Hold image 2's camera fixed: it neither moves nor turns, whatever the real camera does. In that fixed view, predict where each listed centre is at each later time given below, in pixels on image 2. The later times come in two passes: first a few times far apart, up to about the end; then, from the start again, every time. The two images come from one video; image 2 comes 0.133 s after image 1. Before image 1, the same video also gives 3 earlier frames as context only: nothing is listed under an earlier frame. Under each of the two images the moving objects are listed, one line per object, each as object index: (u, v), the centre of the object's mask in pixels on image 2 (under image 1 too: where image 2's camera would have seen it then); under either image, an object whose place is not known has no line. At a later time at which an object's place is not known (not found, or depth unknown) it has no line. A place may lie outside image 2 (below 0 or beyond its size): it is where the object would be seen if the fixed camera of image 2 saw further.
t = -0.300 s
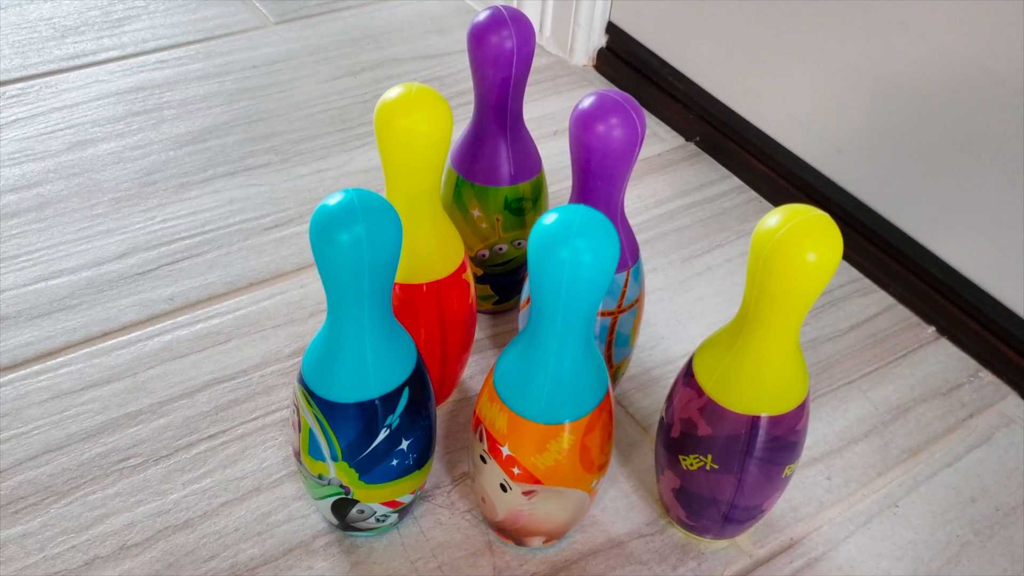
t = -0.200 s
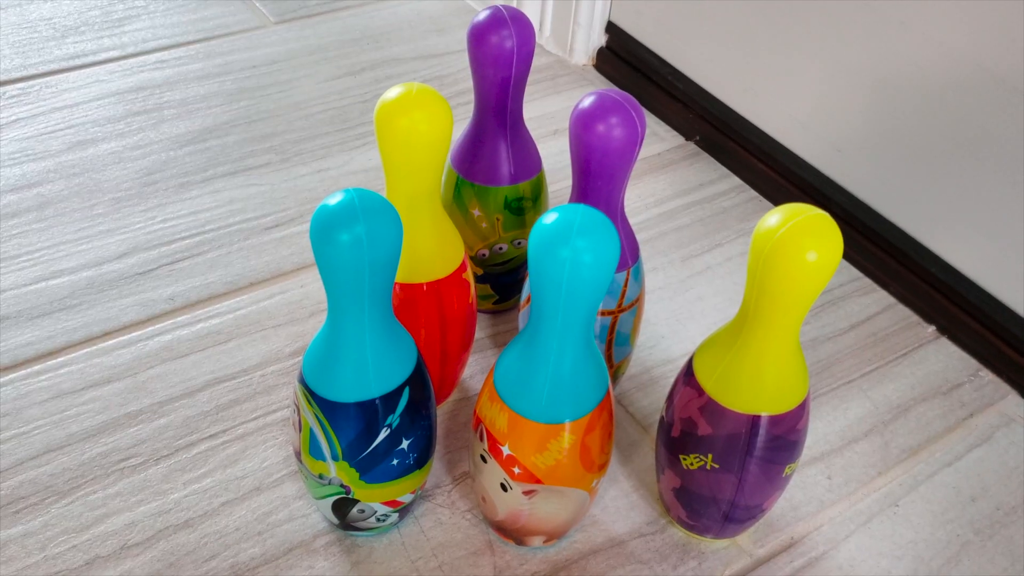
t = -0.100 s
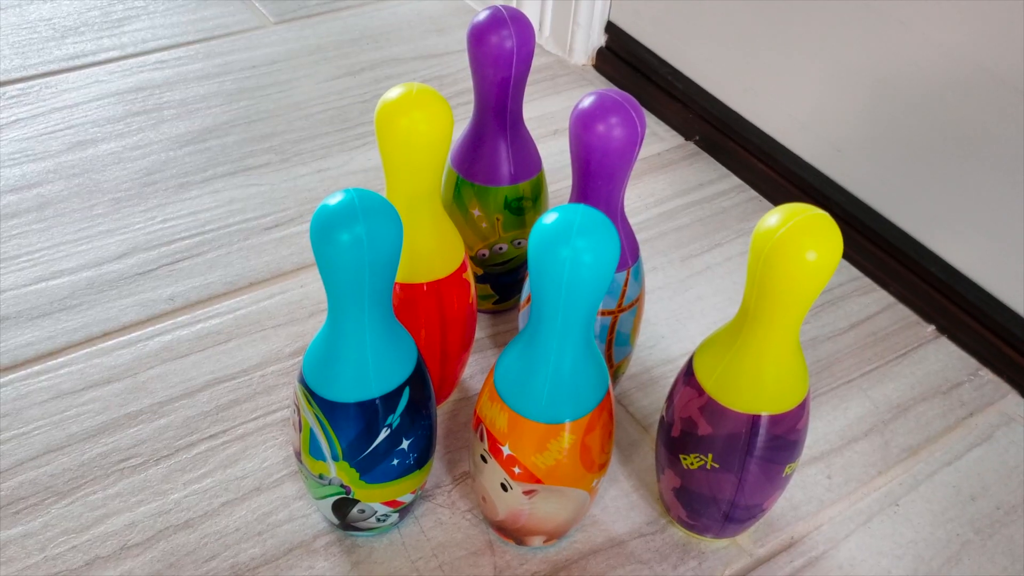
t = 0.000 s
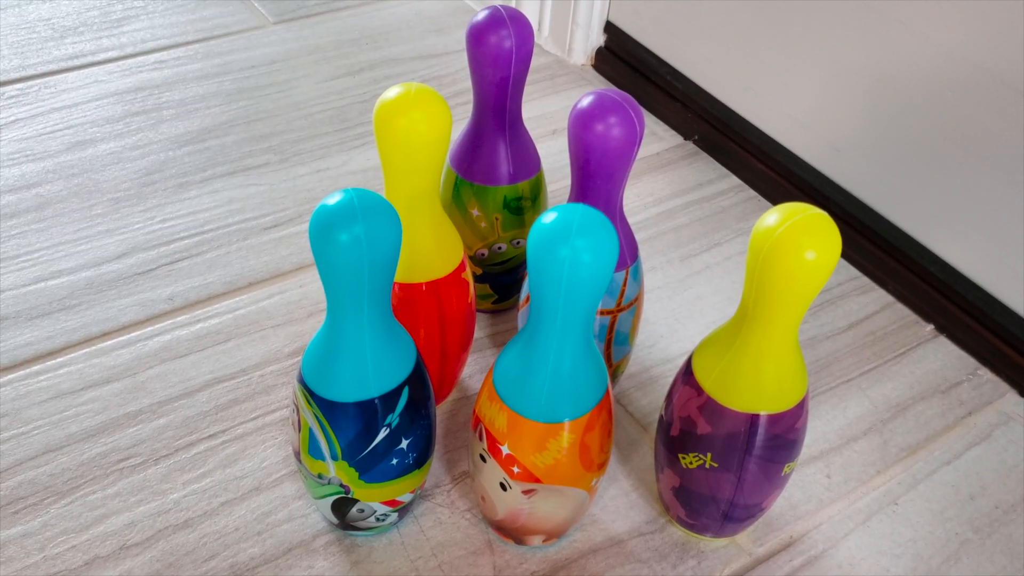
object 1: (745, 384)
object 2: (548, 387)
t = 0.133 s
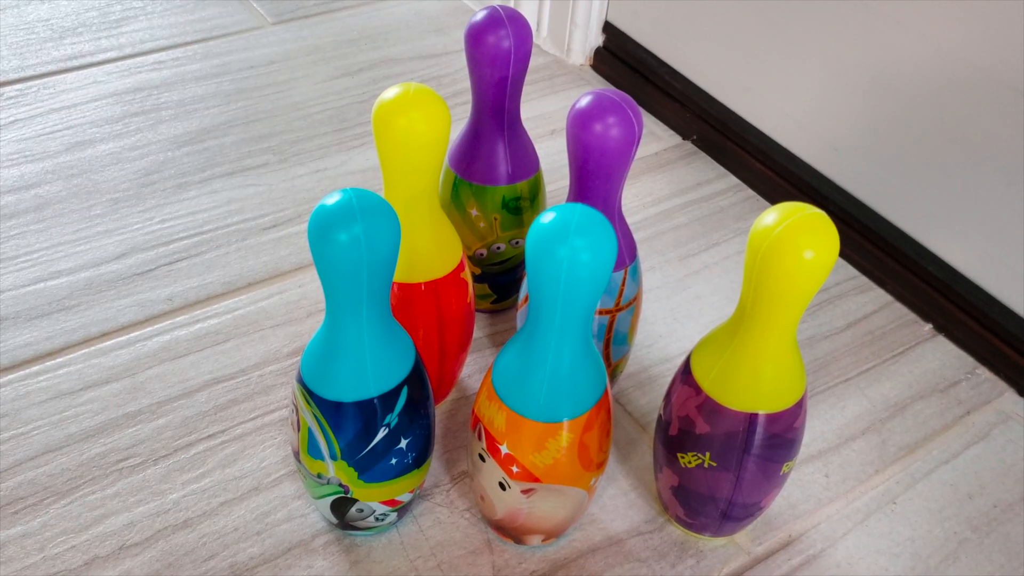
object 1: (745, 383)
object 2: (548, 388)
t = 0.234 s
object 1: (745, 384)
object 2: (548, 387)
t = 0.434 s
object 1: (779, 334)
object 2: (540, 342)
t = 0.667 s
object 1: (863, 248)
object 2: (499, 318)
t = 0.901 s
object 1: (849, 262)
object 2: (485, 318)
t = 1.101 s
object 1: (807, 314)
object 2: (478, 319)
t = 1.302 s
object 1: (815, 339)
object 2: (471, 325)
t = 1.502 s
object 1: (825, 360)
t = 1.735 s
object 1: (837, 366)
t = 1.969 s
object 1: (839, 370)
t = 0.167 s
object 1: (745, 384)
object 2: (548, 388)
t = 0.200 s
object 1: (745, 384)
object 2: (548, 387)
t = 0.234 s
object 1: (745, 384)
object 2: (548, 387)
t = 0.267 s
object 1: (745, 384)
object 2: (548, 388)
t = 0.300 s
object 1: (745, 384)
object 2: (548, 388)
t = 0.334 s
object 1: (745, 384)
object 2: (548, 379)
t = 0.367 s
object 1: (751, 370)
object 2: (547, 373)
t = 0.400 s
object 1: (763, 352)
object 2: (544, 355)
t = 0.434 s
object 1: (779, 334)
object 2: (540, 342)
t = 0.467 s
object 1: (796, 313)
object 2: (534, 336)
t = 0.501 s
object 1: (810, 296)
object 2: (527, 328)
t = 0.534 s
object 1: (823, 283)
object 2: (521, 323)
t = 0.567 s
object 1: (835, 273)
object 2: (515, 320)
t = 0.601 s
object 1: (846, 264)
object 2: (508, 317)
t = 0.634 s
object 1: (855, 255)
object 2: (504, 318)
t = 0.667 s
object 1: (863, 248)
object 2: (499, 318)
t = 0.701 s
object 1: (870, 243)
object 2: (496, 318)
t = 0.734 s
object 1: (876, 240)
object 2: (493, 318)
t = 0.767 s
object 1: (876, 236)
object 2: (492, 318)
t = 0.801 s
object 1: (868, 241)
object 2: (490, 318)
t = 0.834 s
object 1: (862, 245)
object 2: (488, 318)
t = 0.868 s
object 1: (856, 252)
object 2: (486, 318)
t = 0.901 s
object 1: (849, 262)
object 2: (485, 318)
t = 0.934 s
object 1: (840, 279)
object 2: (483, 318)
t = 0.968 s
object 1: (824, 297)
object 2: (482, 319)
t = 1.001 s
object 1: (809, 319)
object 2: (481, 319)
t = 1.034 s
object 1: (796, 326)
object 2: (480, 319)
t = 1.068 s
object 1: (804, 314)
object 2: (479, 319)
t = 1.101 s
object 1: (807, 314)
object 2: (478, 319)
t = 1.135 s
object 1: (808, 320)
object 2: (476, 320)
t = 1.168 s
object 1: (805, 331)
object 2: (474, 321)
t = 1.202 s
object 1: (809, 324)
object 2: (473, 323)
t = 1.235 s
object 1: (811, 328)
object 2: (472, 324)
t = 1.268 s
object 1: (810, 340)
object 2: (471, 325)
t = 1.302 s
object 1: (815, 339)
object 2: (471, 325)
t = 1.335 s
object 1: (818, 341)
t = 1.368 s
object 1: (819, 354)
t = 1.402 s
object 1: (821, 352)
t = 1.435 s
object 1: (820, 359)
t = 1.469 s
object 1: (823, 358)
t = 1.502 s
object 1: (825, 360)
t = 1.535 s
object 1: (831, 358)
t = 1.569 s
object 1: (835, 363)
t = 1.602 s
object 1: (837, 361)
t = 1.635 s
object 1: (837, 363)
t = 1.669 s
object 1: (838, 363)
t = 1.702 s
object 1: (838, 364)
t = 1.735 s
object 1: (837, 366)
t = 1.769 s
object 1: (838, 365)
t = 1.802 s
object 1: (838, 366)
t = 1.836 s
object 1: (839, 367)
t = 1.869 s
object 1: (839, 368)
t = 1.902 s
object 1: (840, 368)
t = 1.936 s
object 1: (840, 369)
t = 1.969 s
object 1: (839, 370)
